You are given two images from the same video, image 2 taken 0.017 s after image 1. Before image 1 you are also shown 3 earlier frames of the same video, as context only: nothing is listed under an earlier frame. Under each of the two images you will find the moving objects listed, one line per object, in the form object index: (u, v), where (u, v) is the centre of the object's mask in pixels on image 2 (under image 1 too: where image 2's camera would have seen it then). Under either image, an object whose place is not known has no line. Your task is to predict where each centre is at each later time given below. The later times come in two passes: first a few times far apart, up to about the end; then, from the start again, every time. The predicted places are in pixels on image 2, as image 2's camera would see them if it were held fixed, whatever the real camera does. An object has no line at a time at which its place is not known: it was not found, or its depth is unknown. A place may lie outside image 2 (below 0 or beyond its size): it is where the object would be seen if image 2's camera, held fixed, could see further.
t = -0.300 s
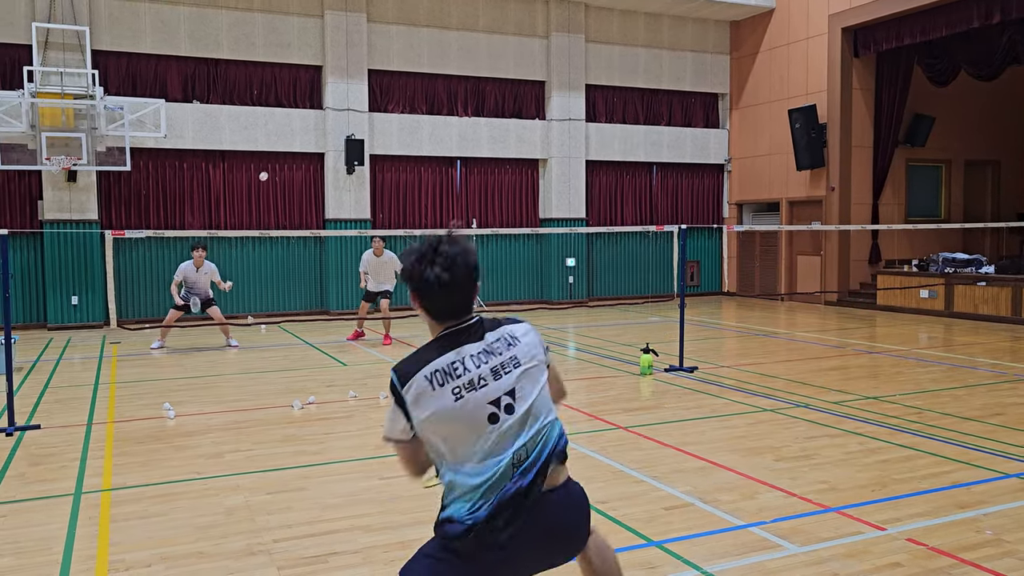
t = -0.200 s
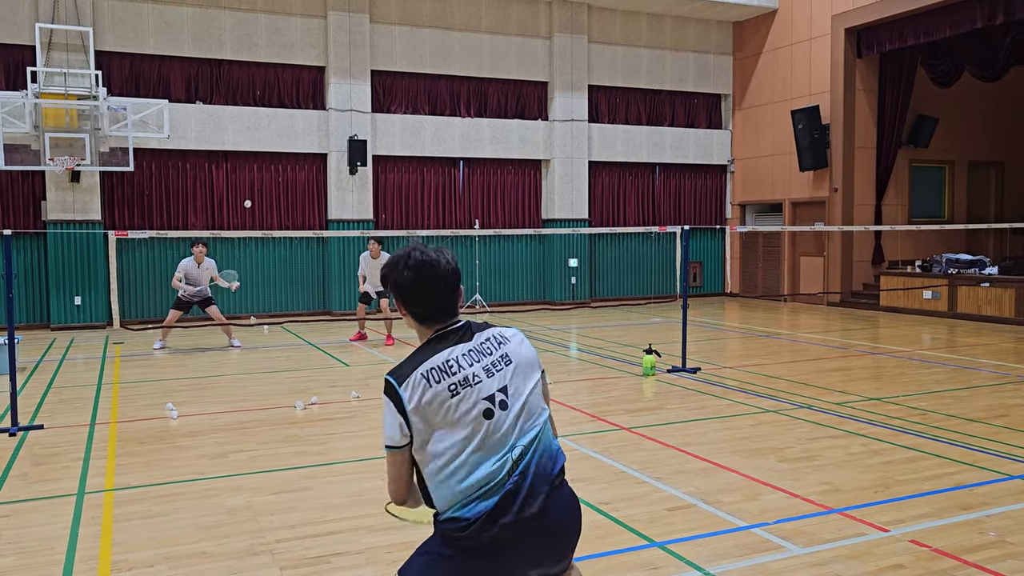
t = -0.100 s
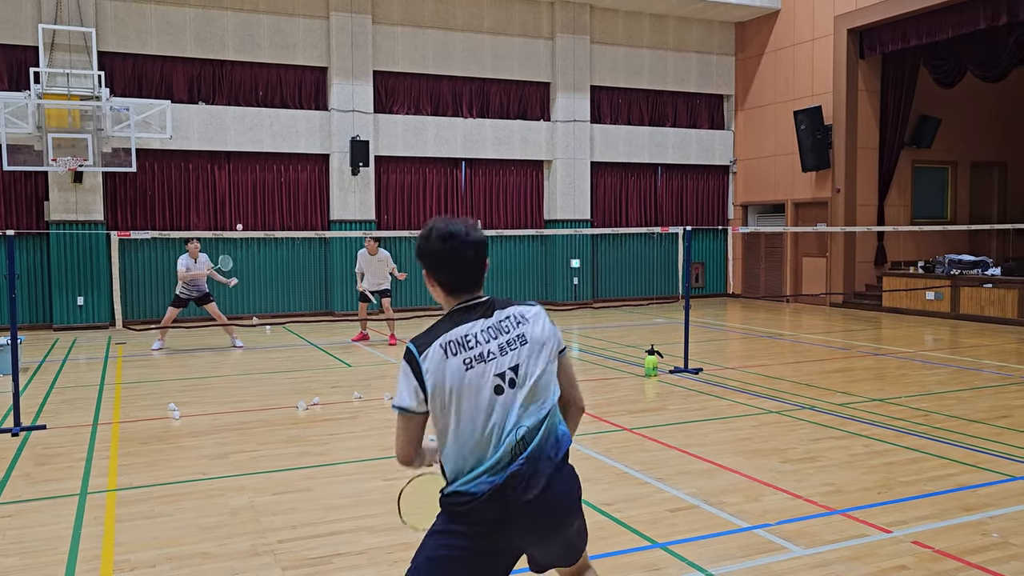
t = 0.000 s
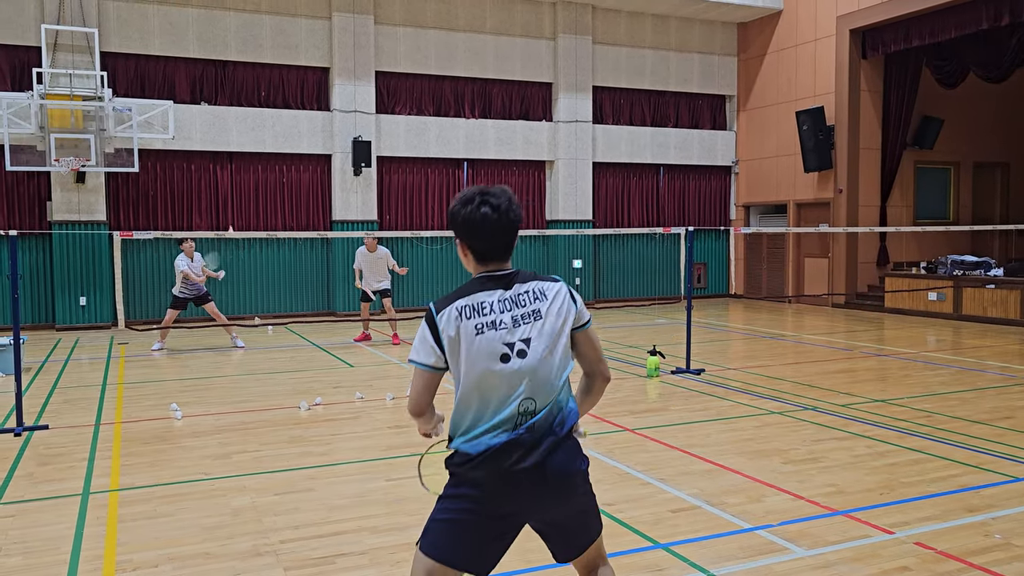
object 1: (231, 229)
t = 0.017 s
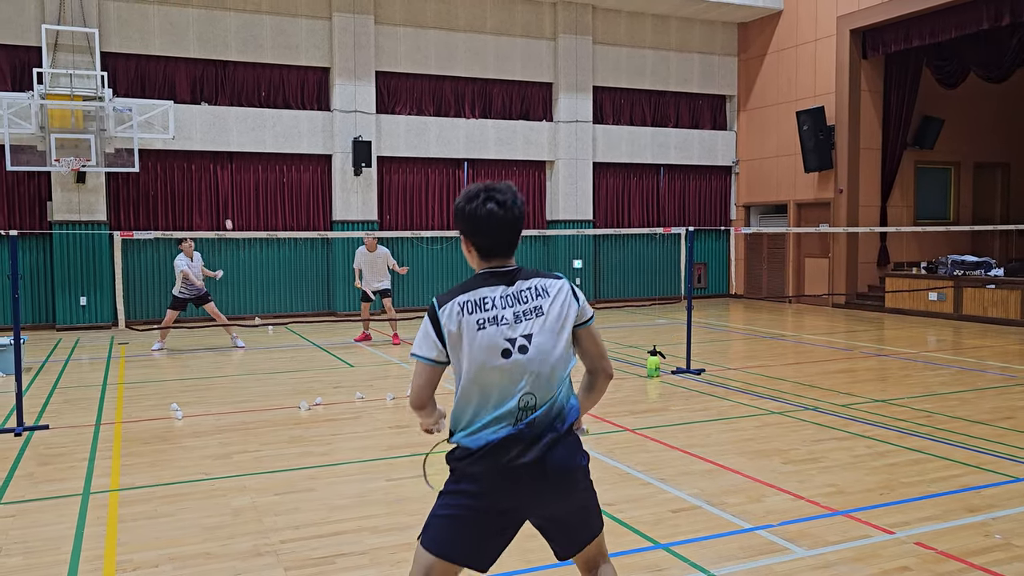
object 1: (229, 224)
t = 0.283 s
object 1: (199, 190)
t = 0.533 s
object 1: (171, 247)
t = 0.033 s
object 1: (226, 216)
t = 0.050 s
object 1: (224, 214)
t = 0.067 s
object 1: (223, 212)
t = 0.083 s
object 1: (221, 208)
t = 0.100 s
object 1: (220, 205)
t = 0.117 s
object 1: (217, 201)
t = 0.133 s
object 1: (216, 199)
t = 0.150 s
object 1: (214, 197)
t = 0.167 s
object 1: (211, 195)
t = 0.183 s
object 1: (209, 193)
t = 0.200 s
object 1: (208, 192)
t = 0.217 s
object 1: (206, 191)
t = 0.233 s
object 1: (204, 190)
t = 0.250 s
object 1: (202, 190)
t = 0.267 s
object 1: (201, 189)
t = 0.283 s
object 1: (199, 190)
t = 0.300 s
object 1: (197, 190)
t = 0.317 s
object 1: (195, 191)
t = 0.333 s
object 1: (193, 193)
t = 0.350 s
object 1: (191, 195)
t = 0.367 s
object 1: (189, 197)
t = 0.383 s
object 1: (188, 200)
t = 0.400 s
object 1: (186, 203)
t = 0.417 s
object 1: (184, 207)
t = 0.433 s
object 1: (182, 211)
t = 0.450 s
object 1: (180, 215)
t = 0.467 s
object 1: (178, 220)
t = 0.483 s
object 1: (177, 225)
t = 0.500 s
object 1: (175, 232)
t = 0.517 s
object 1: (173, 240)
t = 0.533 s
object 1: (171, 247)
